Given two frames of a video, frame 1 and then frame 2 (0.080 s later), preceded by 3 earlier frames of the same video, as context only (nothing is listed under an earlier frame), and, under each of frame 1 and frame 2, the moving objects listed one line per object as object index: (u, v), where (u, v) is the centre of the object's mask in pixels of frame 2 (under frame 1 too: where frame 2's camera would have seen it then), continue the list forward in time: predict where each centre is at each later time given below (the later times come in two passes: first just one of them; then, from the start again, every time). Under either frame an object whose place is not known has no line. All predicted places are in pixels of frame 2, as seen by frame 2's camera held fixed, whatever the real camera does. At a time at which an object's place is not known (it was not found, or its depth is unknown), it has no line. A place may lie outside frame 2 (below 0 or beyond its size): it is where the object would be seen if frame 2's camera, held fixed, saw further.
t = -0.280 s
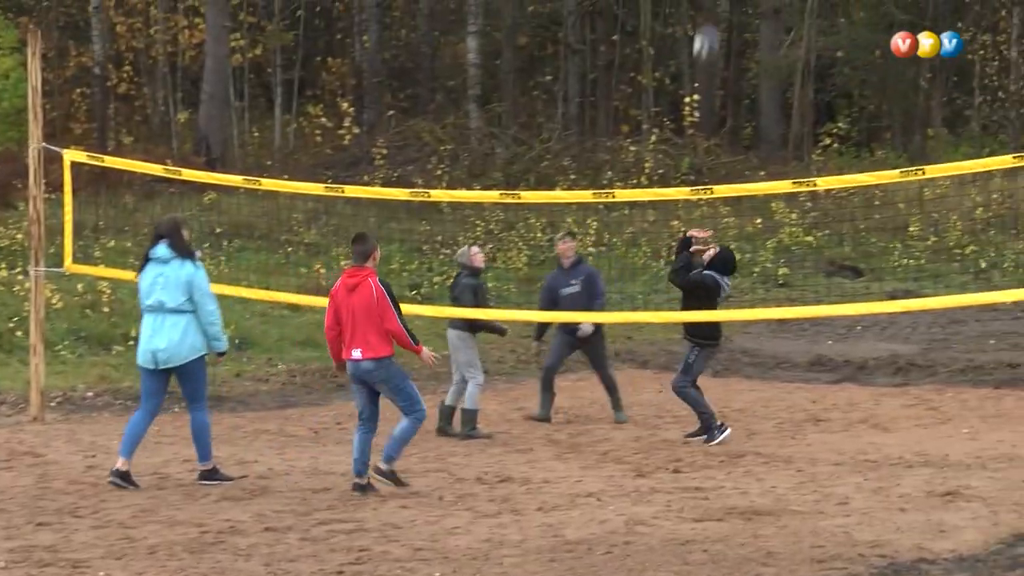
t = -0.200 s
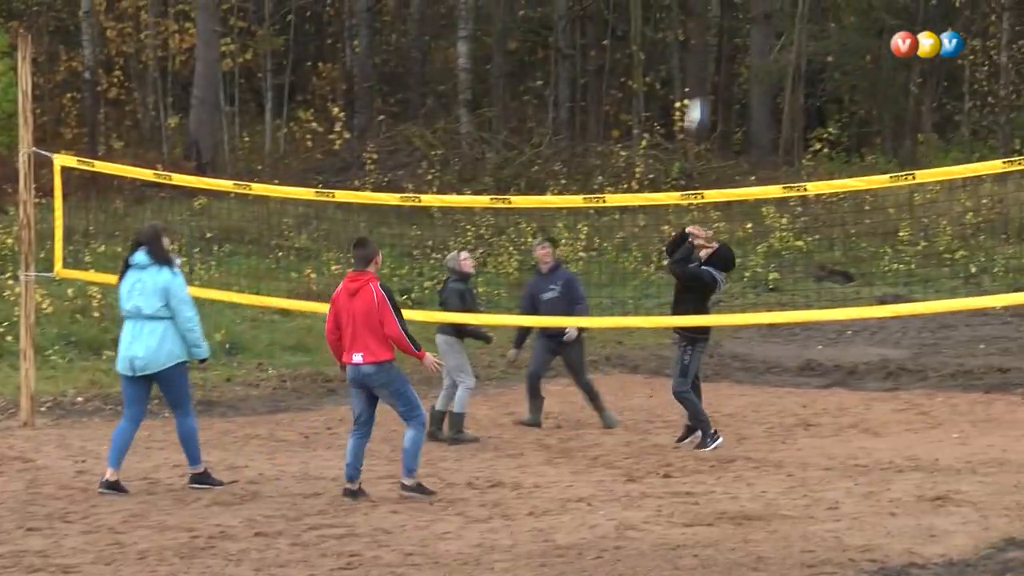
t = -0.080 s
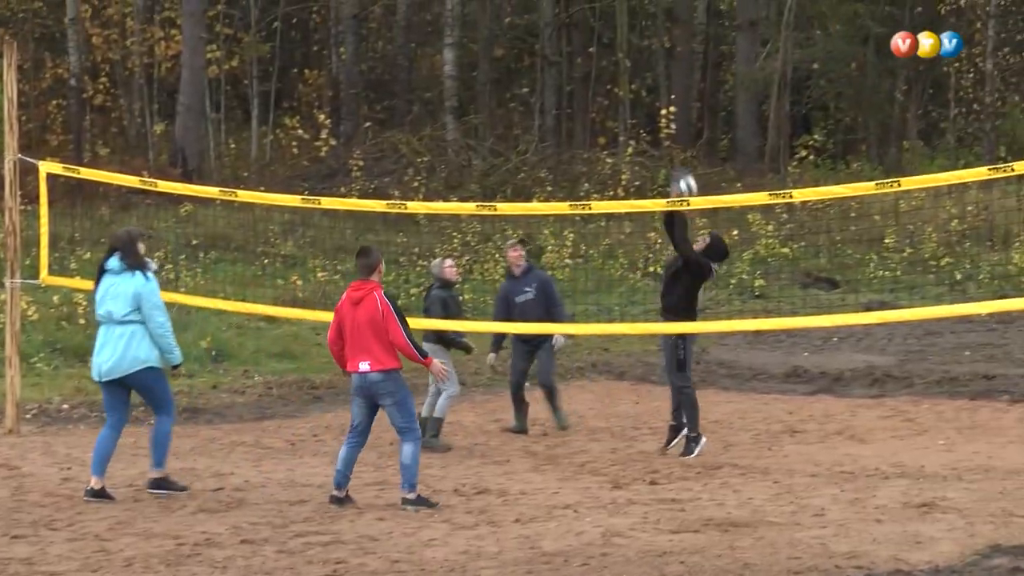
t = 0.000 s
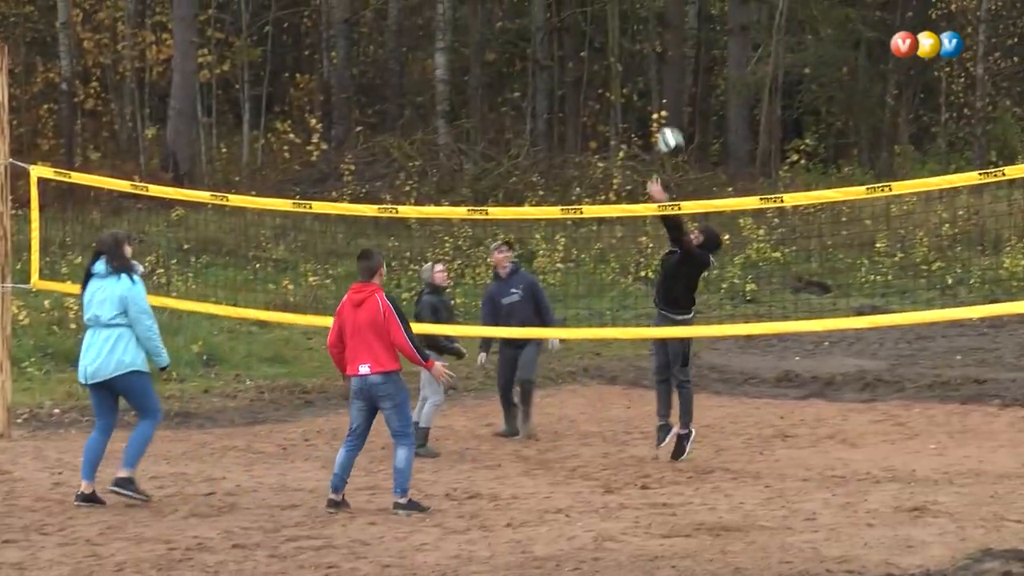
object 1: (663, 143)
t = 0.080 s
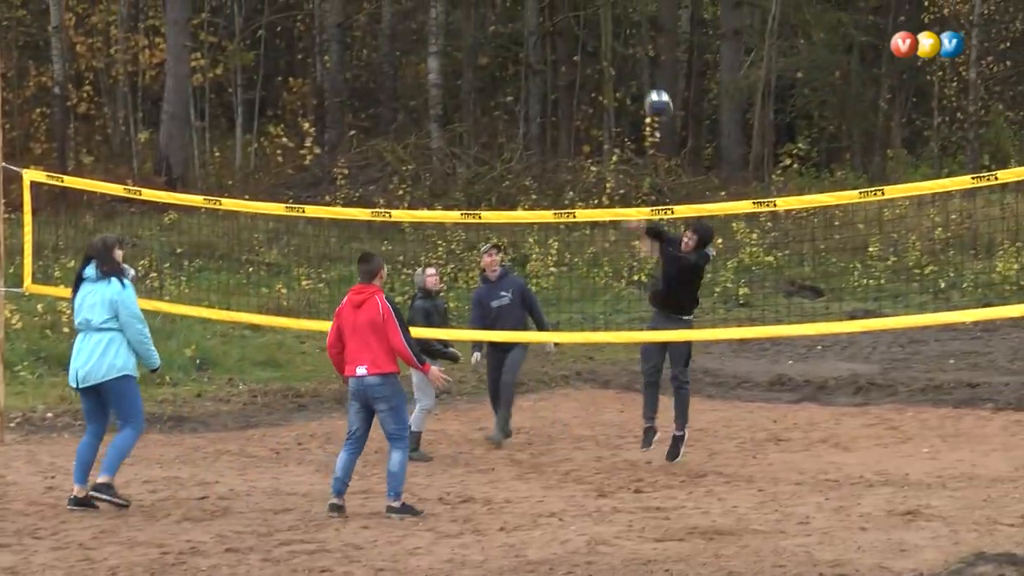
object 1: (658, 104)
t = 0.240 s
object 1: (646, 47)
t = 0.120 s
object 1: (655, 87)
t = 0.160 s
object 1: (652, 71)
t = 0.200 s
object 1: (649, 58)
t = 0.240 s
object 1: (646, 47)
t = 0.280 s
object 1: (643, 39)
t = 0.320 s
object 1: (639, 32)
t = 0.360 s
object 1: (637, 25)
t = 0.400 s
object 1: (635, 22)
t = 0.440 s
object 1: (632, 20)
